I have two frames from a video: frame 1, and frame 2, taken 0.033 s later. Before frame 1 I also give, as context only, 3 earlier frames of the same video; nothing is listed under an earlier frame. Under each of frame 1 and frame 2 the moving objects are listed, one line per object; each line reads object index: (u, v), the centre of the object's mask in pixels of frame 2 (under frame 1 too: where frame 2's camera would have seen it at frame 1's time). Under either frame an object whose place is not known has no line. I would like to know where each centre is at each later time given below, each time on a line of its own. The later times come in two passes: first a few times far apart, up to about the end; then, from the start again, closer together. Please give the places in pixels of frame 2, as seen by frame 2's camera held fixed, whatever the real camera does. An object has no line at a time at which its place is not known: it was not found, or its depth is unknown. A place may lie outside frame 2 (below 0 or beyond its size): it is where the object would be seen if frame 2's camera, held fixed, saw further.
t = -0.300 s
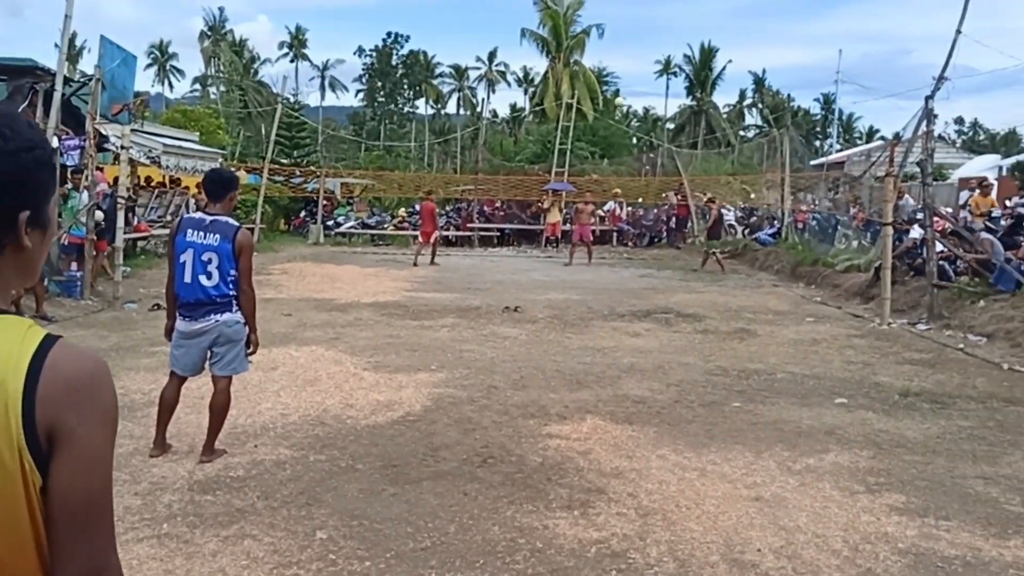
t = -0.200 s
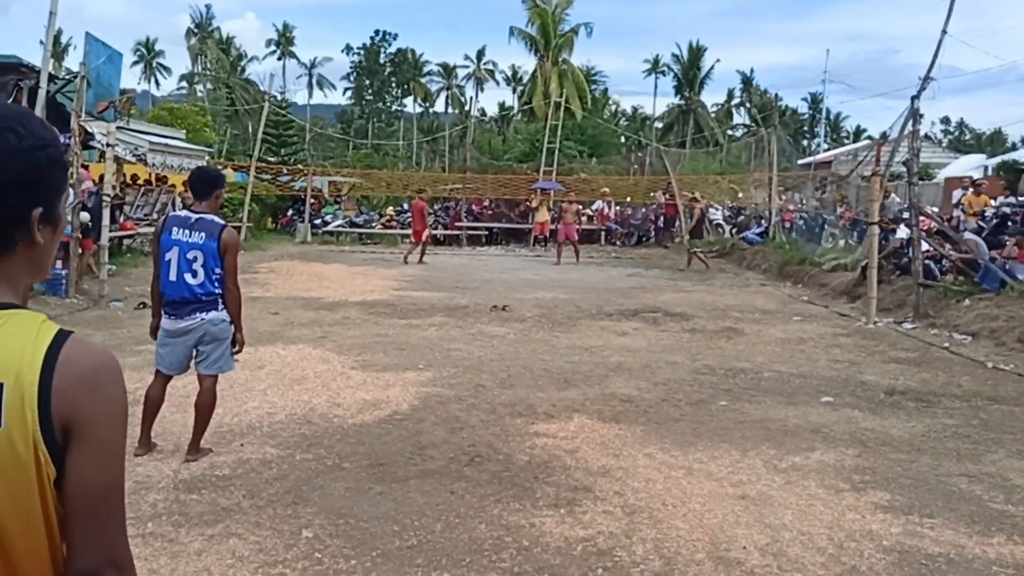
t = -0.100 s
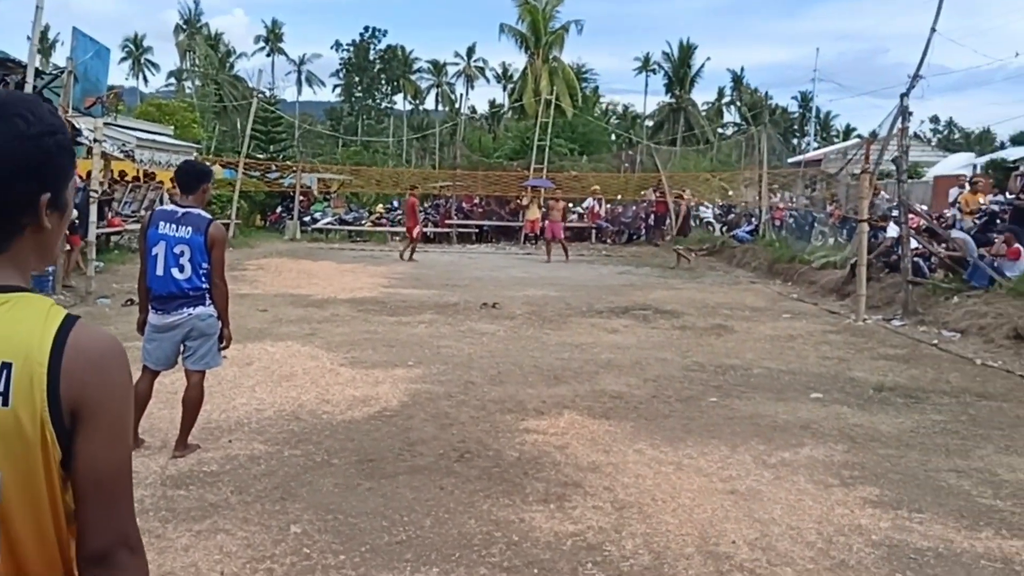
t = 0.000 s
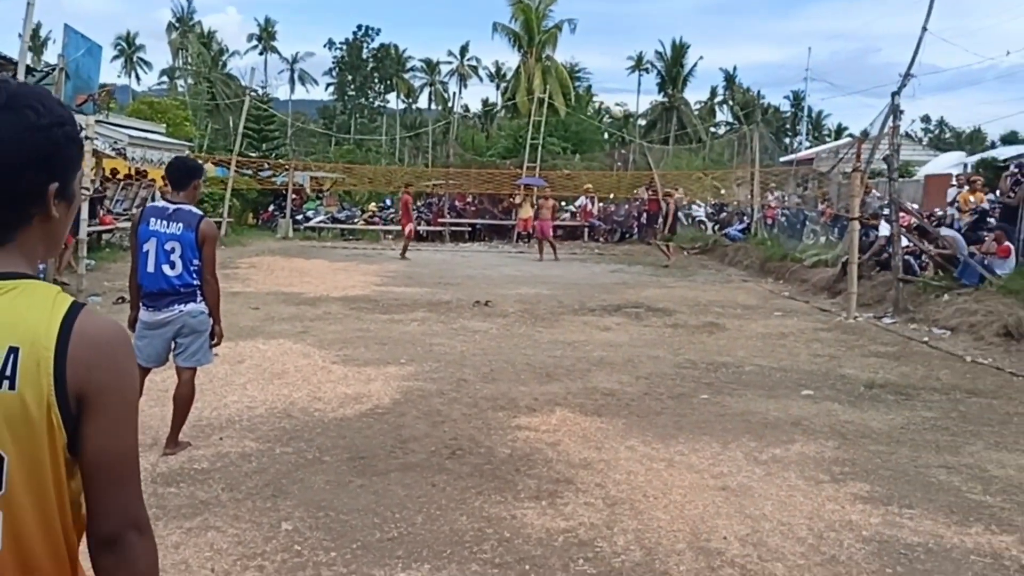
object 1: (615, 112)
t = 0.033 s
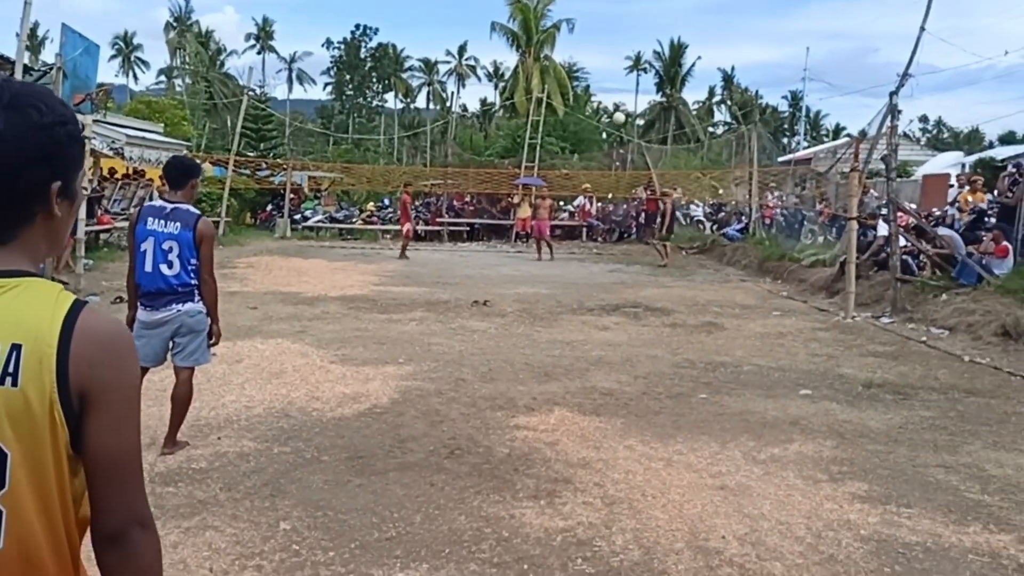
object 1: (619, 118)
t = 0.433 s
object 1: (669, 307)
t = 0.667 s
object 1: (690, 268)
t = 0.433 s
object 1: (669, 307)
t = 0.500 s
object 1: (680, 362)
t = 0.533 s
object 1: (682, 341)
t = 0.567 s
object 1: (684, 321)
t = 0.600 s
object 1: (687, 303)
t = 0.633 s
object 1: (688, 285)
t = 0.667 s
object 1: (690, 268)
